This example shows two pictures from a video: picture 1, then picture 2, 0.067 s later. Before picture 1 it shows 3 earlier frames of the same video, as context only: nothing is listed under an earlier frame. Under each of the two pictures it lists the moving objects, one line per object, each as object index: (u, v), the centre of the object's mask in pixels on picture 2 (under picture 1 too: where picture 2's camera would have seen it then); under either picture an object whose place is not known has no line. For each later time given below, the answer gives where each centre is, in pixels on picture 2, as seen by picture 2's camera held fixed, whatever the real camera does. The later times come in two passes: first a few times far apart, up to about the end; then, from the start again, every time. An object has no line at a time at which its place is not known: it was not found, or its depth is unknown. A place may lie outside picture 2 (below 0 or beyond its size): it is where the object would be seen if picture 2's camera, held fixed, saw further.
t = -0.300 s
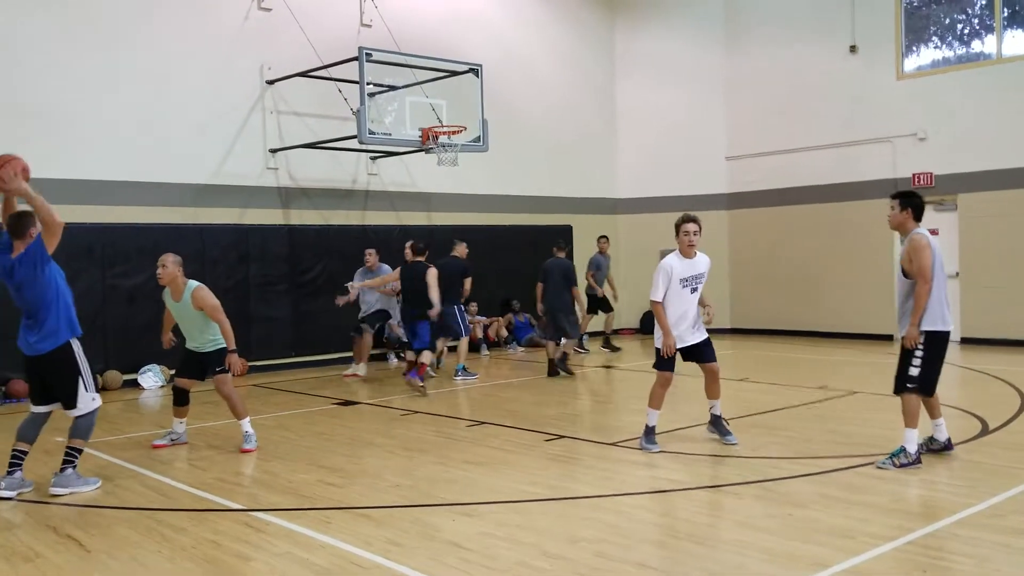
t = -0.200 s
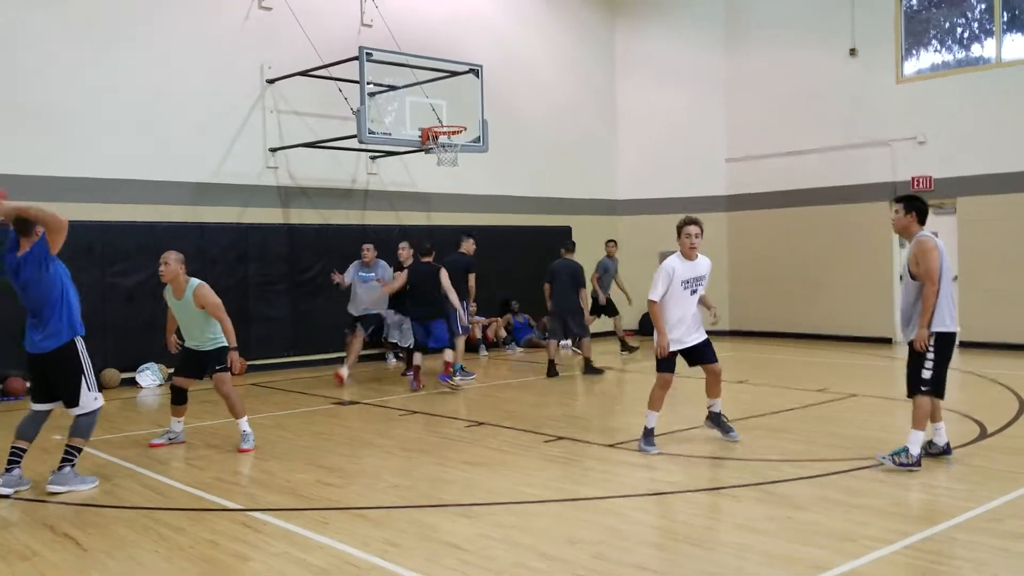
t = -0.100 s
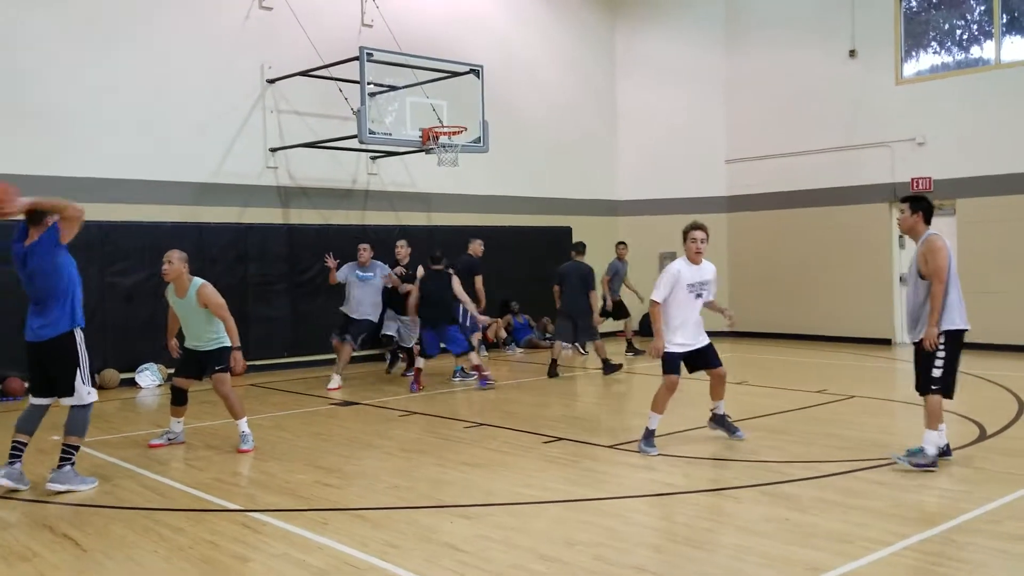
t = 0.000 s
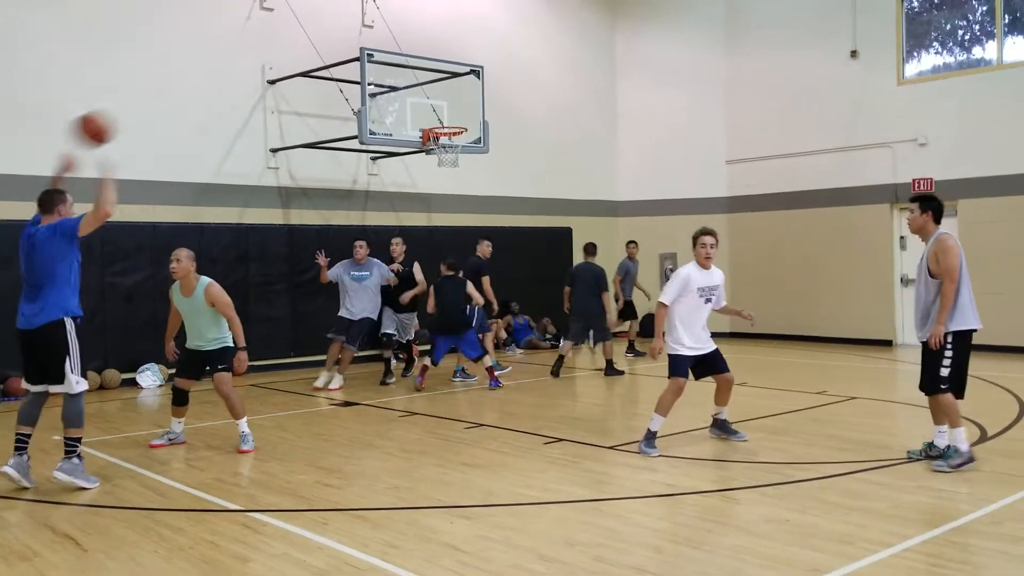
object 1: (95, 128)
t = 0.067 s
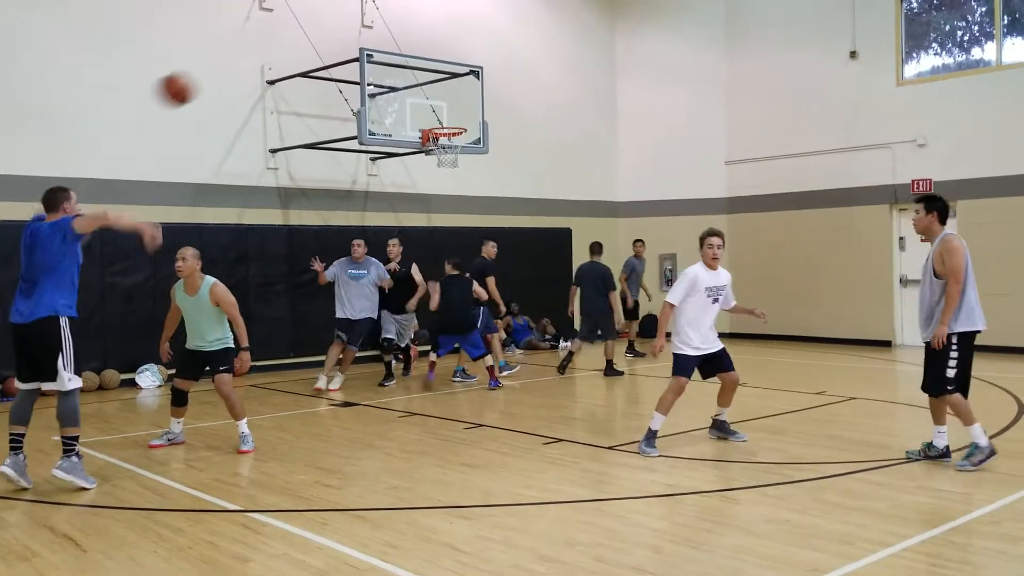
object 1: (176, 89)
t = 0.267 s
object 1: (368, 29)
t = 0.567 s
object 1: (549, 39)
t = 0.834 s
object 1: (652, 103)
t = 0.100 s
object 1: (214, 74)
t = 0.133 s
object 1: (249, 60)
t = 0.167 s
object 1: (281, 50)
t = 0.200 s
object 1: (312, 41)
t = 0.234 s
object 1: (340, 34)
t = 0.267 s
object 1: (368, 29)
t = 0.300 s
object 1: (392, 26)
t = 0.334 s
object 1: (415, 23)
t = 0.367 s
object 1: (438, 22)
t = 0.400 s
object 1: (459, 22)
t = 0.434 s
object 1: (478, 24)
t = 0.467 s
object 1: (497, 26)
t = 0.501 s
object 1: (515, 30)
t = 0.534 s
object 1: (532, 34)
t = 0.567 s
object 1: (549, 39)
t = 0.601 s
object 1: (563, 45)
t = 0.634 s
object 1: (577, 51)
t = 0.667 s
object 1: (592, 58)
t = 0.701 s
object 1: (605, 66)
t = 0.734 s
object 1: (617, 74)
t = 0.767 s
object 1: (630, 83)
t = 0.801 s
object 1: (641, 93)
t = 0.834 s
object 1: (652, 103)
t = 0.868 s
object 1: (663, 113)
